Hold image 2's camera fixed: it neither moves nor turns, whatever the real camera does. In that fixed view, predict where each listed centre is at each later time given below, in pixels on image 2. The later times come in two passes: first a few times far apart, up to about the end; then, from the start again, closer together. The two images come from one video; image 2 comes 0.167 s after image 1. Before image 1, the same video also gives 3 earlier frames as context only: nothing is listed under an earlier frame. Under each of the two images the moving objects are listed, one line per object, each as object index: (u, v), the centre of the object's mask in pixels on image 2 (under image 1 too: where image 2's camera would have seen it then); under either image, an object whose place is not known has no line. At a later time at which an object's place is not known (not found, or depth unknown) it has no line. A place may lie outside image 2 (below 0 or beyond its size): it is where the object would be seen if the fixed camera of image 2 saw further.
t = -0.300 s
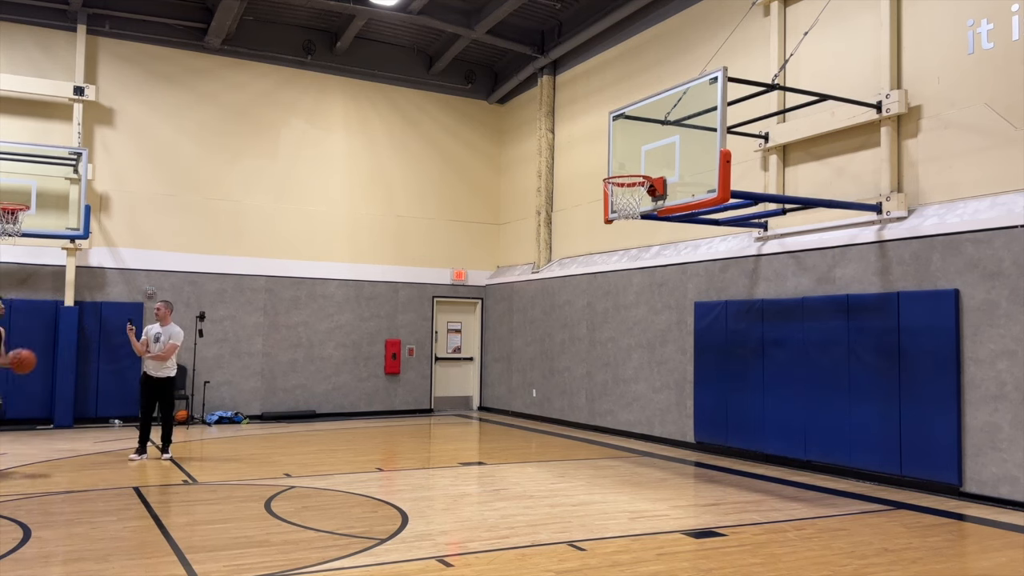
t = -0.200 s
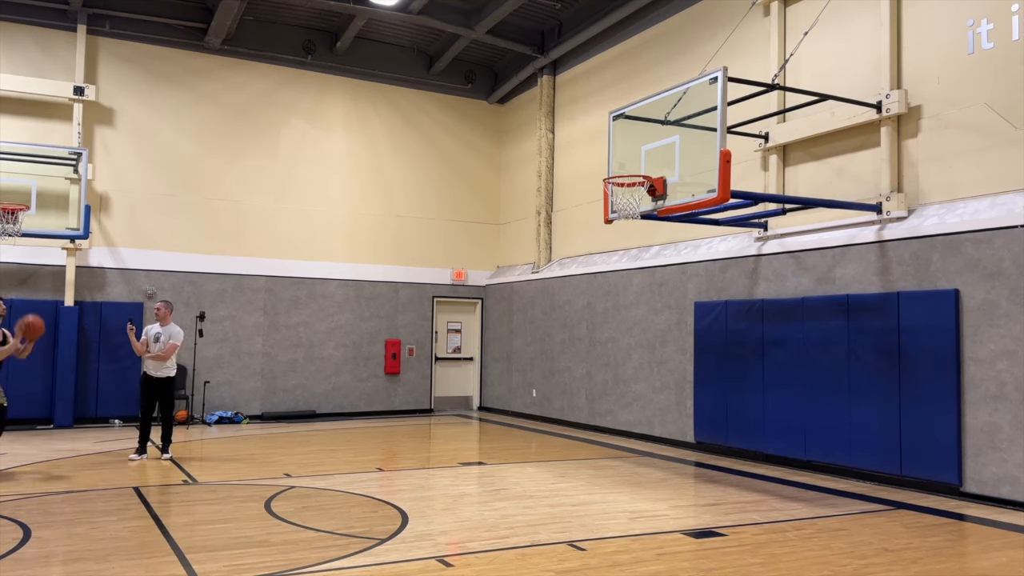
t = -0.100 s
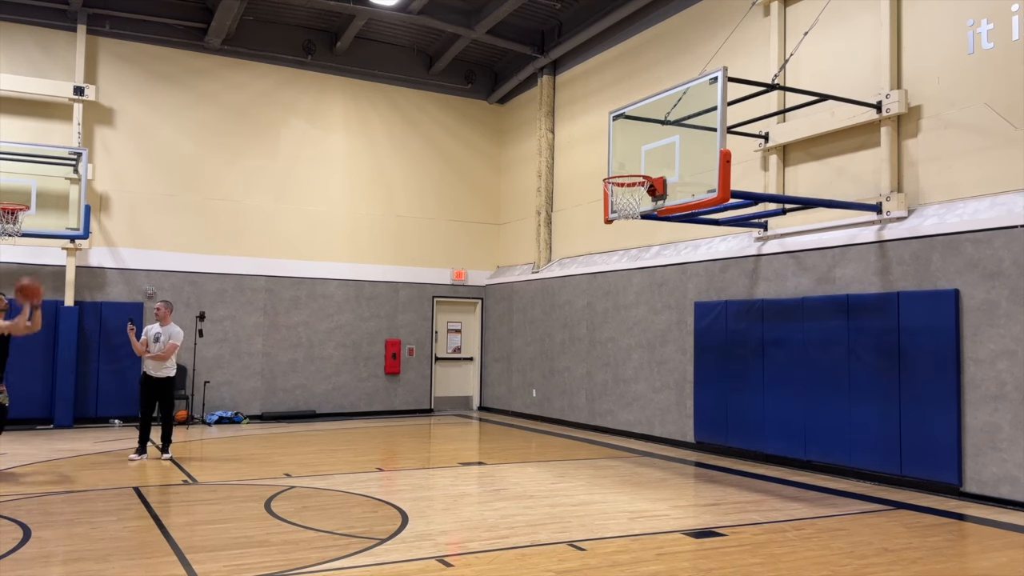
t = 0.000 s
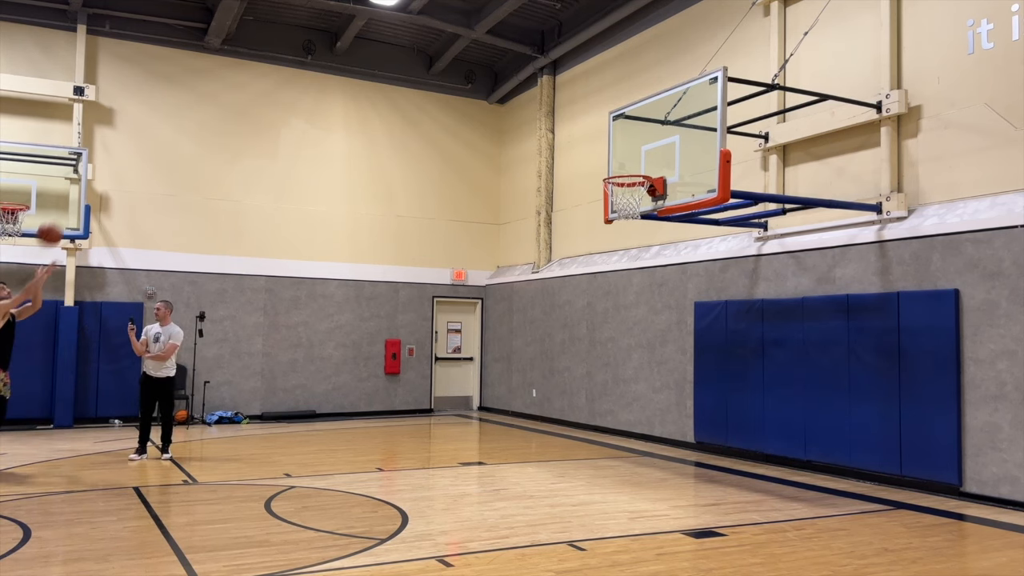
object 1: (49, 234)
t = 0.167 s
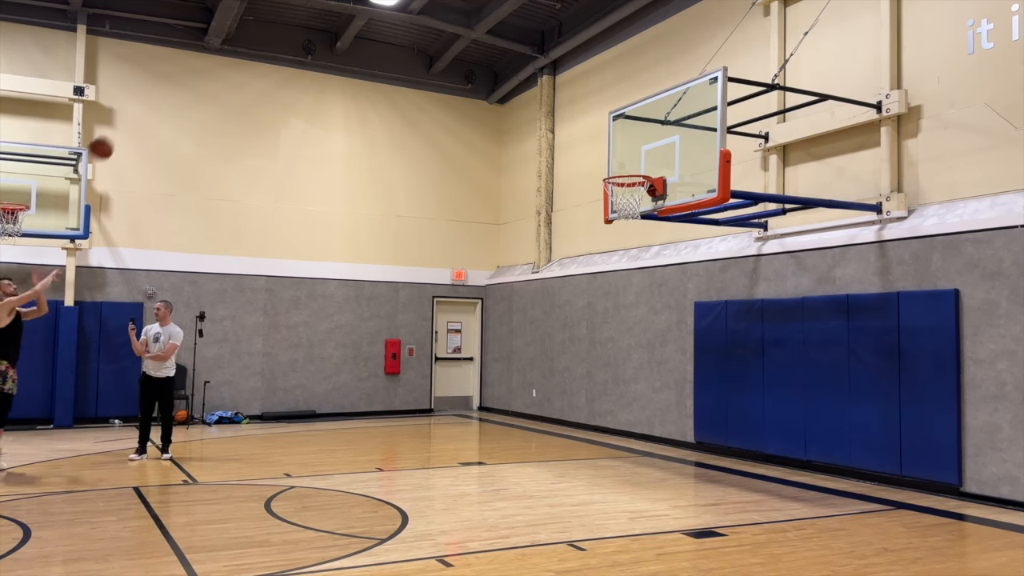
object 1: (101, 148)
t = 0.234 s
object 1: (120, 121)
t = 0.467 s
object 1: (188, 58)
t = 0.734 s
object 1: (263, 48)
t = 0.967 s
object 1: (328, 94)
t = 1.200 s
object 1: (392, 192)
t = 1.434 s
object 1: (457, 342)
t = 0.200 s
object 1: (111, 134)
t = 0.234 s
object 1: (120, 121)
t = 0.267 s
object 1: (131, 109)
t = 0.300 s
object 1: (140, 98)
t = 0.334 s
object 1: (150, 87)
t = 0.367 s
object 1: (160, 78)
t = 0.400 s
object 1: (169, 70)
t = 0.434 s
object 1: (179, 64)
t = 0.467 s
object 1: (188, 58)
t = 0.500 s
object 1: (197, 53)
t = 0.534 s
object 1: (207, 50)
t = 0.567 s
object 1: (217, 46)
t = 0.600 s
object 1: (226, 44)
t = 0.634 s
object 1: (236, 44)
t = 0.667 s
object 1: (245, 44)
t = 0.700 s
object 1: (254, 46)
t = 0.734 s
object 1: (263, 48)
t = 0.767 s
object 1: (273, 51)
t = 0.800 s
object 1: (282, 56)
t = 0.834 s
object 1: (291, 61)
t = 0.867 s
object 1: (300, 68)
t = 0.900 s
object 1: (310, 76)
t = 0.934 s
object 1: (319, 85)
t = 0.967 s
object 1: (328, 94)
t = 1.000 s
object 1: (337, 105)
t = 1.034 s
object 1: (346, 117)
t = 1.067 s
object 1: (355, 130)
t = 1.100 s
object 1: (365, 144)
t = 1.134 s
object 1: (374, 159)
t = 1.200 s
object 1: (392, 192)
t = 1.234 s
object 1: (401, 211)
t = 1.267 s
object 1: (411, 230)
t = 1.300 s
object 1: (420, 250)
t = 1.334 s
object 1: (429, 271)
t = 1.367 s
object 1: (438, 294)
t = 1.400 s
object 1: (448, 318)
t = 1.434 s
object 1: (457, 342)
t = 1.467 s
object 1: (465, 369)
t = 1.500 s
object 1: (475, 398)
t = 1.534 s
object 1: (483, 424)
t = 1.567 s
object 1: (493, 455)
